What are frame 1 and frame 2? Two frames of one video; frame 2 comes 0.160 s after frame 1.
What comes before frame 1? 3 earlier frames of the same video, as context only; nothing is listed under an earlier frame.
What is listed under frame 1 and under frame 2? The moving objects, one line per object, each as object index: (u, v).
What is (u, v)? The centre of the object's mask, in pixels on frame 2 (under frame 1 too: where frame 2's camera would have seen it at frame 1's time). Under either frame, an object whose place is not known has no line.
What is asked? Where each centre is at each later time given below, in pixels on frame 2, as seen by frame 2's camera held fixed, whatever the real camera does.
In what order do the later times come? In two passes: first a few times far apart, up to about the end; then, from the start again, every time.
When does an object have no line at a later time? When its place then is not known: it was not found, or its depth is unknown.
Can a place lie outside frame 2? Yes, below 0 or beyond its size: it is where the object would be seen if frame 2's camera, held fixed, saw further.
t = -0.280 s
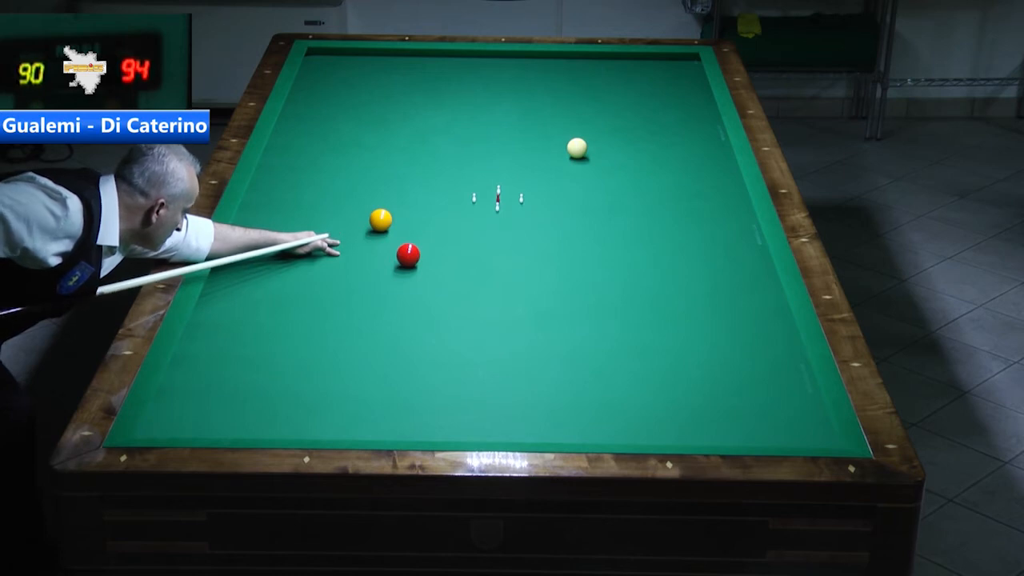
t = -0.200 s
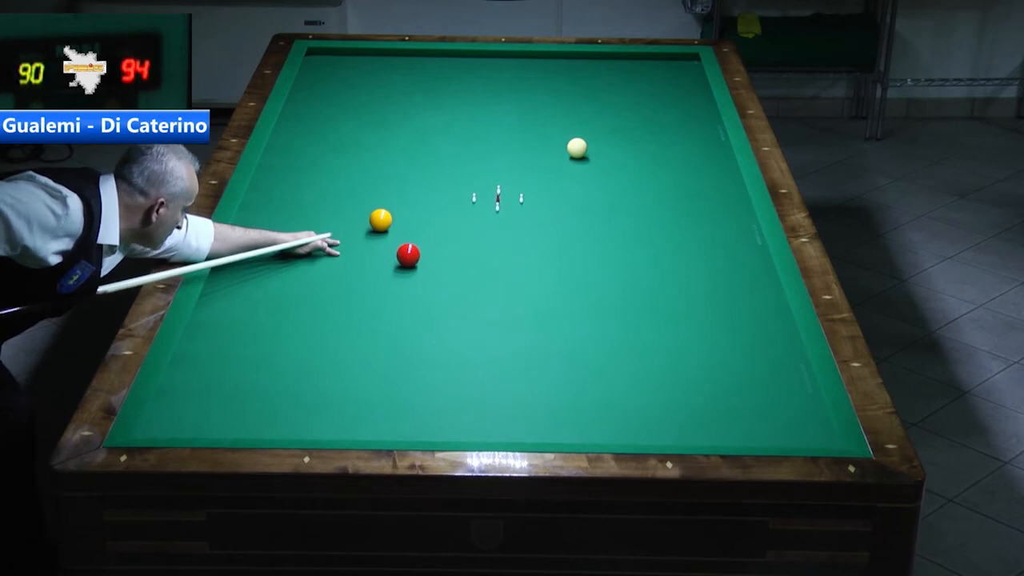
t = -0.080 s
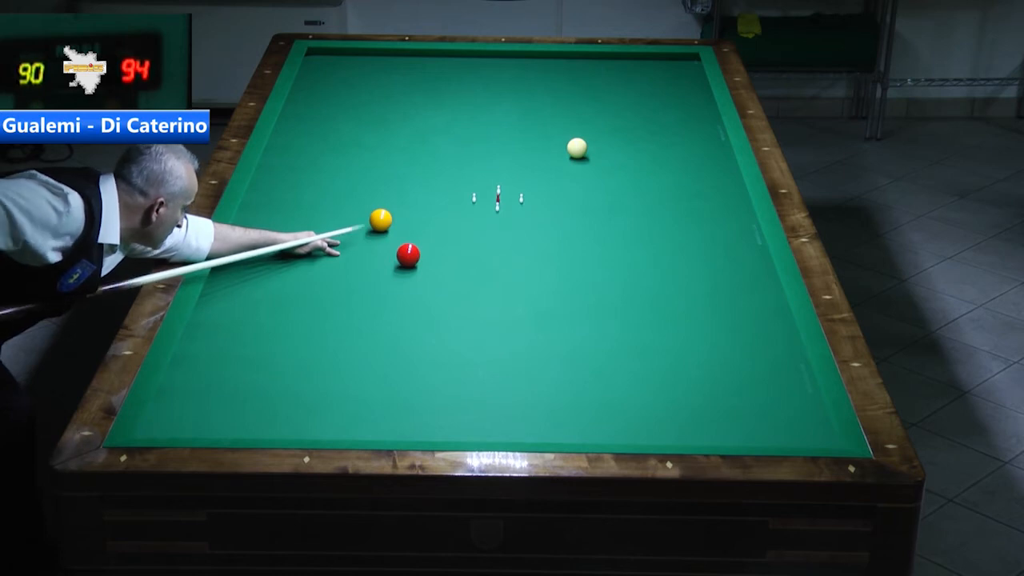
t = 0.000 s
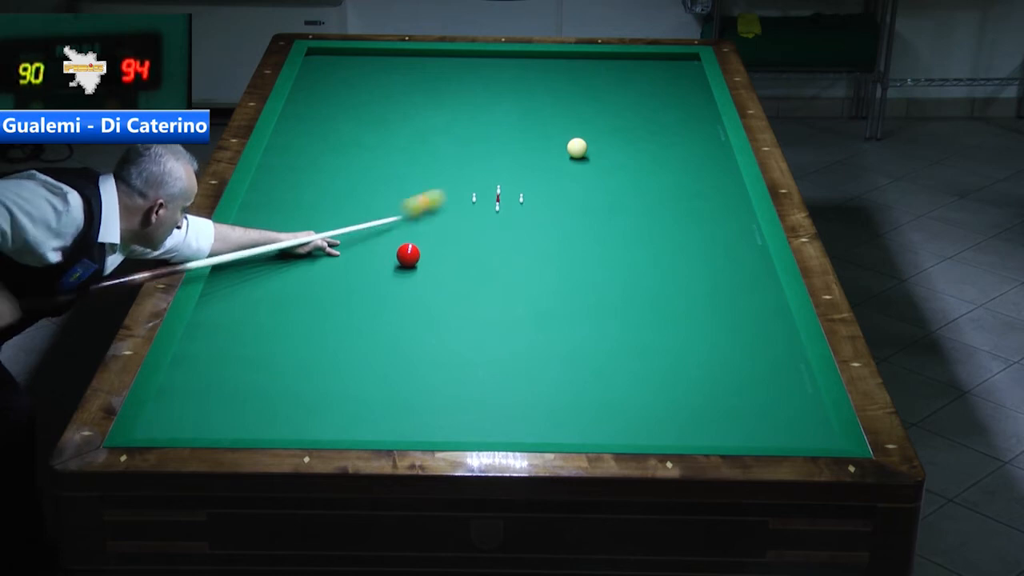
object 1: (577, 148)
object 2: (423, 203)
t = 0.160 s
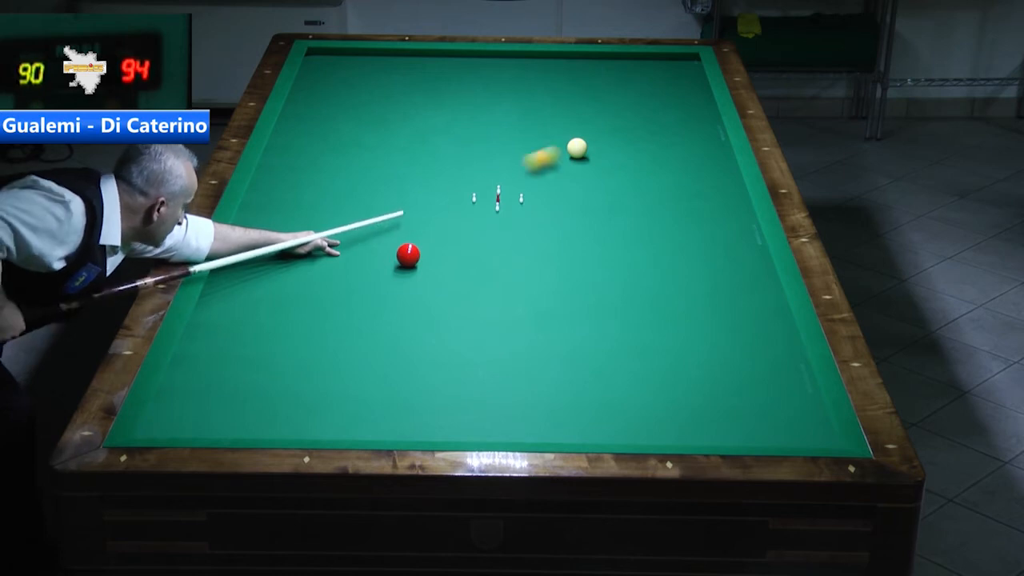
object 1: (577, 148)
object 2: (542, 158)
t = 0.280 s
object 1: (628, 132)
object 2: (559, 148)
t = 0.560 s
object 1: (655, 95)
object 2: (558, 139)
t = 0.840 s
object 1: (566, 71)
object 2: (556, 131)
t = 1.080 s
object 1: (499, 53)
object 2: (555, 124)
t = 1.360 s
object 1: (419, 65)
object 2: (554, 116)
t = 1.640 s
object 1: (336, 77)
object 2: (552, 109)
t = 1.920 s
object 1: (331, 93)
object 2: (550, 103)
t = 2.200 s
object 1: (372, 111)
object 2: (548, 97)
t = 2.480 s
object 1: (415, 129)
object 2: (546, 91)
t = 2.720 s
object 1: (453, 146)
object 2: (544, 87)
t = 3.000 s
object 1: (500, 166)
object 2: (542, 82)
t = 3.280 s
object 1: (549, 188)
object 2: (540, 77)
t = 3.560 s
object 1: (601, 210)
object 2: (539, 73)
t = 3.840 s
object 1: (655, 234)
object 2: (538, 69)
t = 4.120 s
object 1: (711, 258)
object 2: (537, 66)
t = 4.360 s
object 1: (761, 280)
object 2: (536, 63)
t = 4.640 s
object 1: (748, 299)
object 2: (535, 60)
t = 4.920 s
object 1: (727, 317)
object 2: (535, 58)
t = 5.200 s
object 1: (706, 335)
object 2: (534, 55)
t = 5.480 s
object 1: (684, 354)
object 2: (534, 54)
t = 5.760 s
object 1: (662, 372)
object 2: (536, 55)
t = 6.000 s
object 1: (643, 389)
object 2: (537, 56)
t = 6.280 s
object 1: (620, 408)
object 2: (538, 56)
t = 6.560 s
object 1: (597, 426)
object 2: (539, 56)
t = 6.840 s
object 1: (575, 433)
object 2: (539, 56)
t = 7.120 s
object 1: (559, 425)
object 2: (539, 56)
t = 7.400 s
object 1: (545, 415)
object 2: (539, 56)
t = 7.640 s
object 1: (533, 407)
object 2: (539, 56)
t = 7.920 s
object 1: (521, 398)
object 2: (539, 56)
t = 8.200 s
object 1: (510, 390)
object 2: (539, 56)
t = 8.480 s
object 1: (500, 383)
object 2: (539, 56)
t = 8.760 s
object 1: (491, 377)
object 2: (539, 56)
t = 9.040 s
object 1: (483, 371)
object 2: (539, 56)
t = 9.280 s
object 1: (476, 367)
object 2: (539, 56)
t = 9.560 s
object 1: (469, 362)
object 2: (539, 56)
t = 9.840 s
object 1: (463, 359)
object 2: (539, 56)
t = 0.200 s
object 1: (579, 147)
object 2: (560, 151)
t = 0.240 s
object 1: (602, 140)
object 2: (559, 150)
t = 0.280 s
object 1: (628, 132)
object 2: (559, 148)
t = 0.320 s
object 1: (651, 125)
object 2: (559, 147)
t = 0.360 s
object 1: (673, 119)
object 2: (558, 146)
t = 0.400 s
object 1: (697, 112)
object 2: (558, 144)
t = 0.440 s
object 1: (702, 106)
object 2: (558, 143)
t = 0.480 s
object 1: (688, 103)
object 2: (558, 142)
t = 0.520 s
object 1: (671, 99)
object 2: (558, 141)
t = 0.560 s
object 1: (655, 95)
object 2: (558, 139)
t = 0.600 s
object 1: (640, 91)
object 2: (557, 138)
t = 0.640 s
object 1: (626, 87)
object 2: (557, 137)
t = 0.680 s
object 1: (613, 84)
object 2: (557, 136)
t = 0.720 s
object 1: (601, 81)
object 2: (557, 134)
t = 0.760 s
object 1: (590, 78)
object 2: (556, 133)
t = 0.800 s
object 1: (578, 75)
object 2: (556, 132)
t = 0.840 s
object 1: (566, 71)
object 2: (556, 131)
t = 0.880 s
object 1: (554, 68)
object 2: (556, 130)
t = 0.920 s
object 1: (543, 65)
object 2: (556, 128)
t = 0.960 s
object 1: (532, 62)
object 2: (556, 127)
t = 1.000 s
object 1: (520, 58)
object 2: (555, 126)
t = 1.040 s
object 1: (509, 55)
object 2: (555, 125)
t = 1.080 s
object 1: (499, 53)
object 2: (555, 124)
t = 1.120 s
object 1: (487, 55)
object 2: (555, 123)
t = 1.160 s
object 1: (476, 57)
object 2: (555, 121)
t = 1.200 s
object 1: (465, 59)
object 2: (554, 120)
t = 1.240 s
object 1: (453, 60)
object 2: (554, 119)
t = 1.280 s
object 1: (442, 62)
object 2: (554, 118)
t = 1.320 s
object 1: (430, 64)
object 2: (554, 117)
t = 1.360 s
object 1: (419, 65)
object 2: (554, 116)
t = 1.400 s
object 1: (407, 67)
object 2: (553, 115)
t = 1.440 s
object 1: (396, 69)
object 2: (553, 114)
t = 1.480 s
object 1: (384, 70)
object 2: (553, 113)
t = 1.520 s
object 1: (372, 72)
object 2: (552, 112)
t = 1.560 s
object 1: (360, 74)
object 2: (552, 111)
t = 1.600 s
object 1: (348, 76)
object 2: (552, 110)
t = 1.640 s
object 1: (336, 77)
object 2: (552, 109)
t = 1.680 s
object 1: (324, 79)
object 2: (551, 108)
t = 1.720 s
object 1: (312, 80)
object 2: (551, 107)
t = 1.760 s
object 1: (303, 83)
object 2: (551, 106)
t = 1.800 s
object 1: (310, 85)
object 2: (550, 105)
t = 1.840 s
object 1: (318, 88)
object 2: (550, 105)
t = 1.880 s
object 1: (325, 90)
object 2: (550, 104)
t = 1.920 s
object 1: (331, 93)
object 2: (550, 103)
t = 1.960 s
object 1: (336, 95)
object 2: (549, 102)
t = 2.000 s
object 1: (343, 98)
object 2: (549, 101)
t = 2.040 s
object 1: (348, 100)
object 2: (549, 100)
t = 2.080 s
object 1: (354, 103)
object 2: (549, 99)
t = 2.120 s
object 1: (360, 105)
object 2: (548, 98)
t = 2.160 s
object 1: (366, 108)
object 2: (548, 98)
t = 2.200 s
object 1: (372, 111)
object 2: (548, 97)
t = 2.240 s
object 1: (378, 113)
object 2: (547, 96)
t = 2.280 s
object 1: (384, 116)
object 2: (547, 95)
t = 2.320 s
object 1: (390, 118)
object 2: (547, 94)
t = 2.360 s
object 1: (396, 121)
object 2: (547, 94)
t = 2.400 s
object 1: (402, 124)
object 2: (546, 93)
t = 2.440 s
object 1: (409, 127)
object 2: (546, 92)
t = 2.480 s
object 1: (415, 129)
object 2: (546, 91)
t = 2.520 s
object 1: (422, 132)
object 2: (545, 90)
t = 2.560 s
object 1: (428, 135)
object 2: (545, 90)
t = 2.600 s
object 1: (434, 138)
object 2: (545, 89)
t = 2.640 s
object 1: (440, 141)
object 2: (545, 88)
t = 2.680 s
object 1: (447, 143)
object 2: (544, 87)
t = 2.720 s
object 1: (453, 146)
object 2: (544, 87)
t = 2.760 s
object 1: (460, 149)
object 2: (544, 86)
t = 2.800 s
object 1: (467, 152)
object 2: (543, 85)
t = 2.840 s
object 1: (473, 154)
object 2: (543, 85)
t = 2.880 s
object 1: (480, 158)
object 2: (543, 84)
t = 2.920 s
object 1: (487, 160)
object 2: (542, 83)
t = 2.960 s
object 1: (493, 163)
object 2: (542, 83)
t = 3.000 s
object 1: (500, 166)
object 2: (542, 82)
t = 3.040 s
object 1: (507, 169)
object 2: (542, 81)
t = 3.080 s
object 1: (514, 172)
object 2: (541, 81)
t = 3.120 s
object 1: (521, 175)
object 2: (541, 80)
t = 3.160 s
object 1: (528, 178)
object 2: (541, 79)
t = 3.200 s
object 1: (535, 182)
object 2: (541, 79)
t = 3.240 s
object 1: (542, 185)
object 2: (540, 78)
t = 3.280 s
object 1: (549, 188)
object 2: (540, 77)
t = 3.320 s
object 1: (557, 191)
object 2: (540, 77)
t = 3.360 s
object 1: (564, 194)
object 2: (540, 76)
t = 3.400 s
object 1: (571, 197)
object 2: (540, 75)
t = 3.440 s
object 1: (578, 201)
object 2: (540, 75)
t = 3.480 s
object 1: (586, 204)
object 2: (539, 74)
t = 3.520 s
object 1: (593, 207)
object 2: (539, 74)
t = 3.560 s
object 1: (601, 210)
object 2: (539, 73)
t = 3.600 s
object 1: (608, 214)
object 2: (539, 73)
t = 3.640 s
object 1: (615, 217)
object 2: (539, 72)
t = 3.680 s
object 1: (623, 220)
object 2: (539, 72)
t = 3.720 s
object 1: (631, 223)
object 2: (539, 71)
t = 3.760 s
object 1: (639, 227)
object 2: (539, 70)
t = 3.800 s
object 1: (646, 230)
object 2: (538, 70)
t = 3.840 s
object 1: (655, 234)
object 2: (538, 69)
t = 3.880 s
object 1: (662, 237)
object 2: (538, 69)
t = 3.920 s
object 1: (670, 240)
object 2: (538, 68)
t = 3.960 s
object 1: (678, 244)
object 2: (538, 68)
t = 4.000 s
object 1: (686, 248)
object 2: (538, 67)
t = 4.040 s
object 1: (694, 251)
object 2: (538, 67)
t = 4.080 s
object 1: (702, 255)
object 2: (537, 66)
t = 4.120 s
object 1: (711, 258)
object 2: (537, 66)
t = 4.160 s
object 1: (719, 262)
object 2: (537, 65)
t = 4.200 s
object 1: (727, 265)
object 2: (537, 65)
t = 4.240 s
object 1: (735, 269)
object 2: (537, 64)
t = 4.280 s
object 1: (744, 273)
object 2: (537, 64)
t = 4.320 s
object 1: (753, 277)
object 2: (537, 64)
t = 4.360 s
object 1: (761, 280)
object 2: (536, 63)
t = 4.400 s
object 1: (767, 284)
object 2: (536, 63)
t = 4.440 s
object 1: (763, 286)
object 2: (536, 62)
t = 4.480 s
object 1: (759, 289)
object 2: (536, 62)
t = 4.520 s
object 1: (756, 291)
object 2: (536, 61)
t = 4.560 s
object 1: (753, 294)
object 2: (536, 61)
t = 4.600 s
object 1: (750, 296)
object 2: (535, 61)
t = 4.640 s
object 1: (748, 299)
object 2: (535, 60)
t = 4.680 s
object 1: (745, 301)
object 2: (535, 60)
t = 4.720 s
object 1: (742, 304)
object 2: (535, 60)
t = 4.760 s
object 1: (739, 307)
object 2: (535, 59)
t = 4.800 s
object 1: (736, 309)
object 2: (535, 59)
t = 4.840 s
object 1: (733, 312)
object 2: (535, 58)
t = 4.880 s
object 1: (730, 314)
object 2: (535, 58)
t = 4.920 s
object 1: (727, 317)
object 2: (535, 58)
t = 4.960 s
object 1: (724, 319)
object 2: (534, 57)
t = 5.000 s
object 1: (721, 322)
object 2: (534, 57)
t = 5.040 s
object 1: (718, 324)
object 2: (534, 57)
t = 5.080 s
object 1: (715, 327)
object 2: (534, 56)
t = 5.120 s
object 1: (712, 330)
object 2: (534, 56)
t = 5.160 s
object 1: (709, 332)
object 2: (534, 56)
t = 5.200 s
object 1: (706, 335)
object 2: (534, 55)
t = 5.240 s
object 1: (703, 338)
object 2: (534, 55)
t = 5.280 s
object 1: (700, 340)
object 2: (534, 55)
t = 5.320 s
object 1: (697, 343)
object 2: (534, 55)
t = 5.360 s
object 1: (694, 346)
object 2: (534, 54)
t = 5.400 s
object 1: (690, 348)
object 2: (534, 54)
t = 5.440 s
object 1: (687, 351)
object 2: (534, 54)
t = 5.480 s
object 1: (684, 354)
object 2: (534, 54)
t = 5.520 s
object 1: (681, 356)
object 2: (535, 54)
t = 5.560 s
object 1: (678, 359)
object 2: (535, 54)
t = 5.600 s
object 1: (675, 361)
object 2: (535, 55)
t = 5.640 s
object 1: (672, 364)
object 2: (535, 55)
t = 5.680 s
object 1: (668, 367)
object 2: (536, 55)
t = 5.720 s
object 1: (665, 370)
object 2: (536, 55)
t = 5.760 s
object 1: (662, 372)
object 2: (536, 55)
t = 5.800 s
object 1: (659, 375)
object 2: (536, 55)
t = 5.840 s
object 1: (656, 378)
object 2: (536, 55)
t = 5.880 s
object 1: (653, 381)
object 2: (537, 55)
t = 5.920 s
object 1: (649, 383)
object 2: (537, 55)
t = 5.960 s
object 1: (646, 386)
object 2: (537, 56)
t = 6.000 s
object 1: (643, 389)
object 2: (537, 56)
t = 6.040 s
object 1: (640, 391)
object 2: (537, 56)
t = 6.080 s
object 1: (636, 394)
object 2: (538, 56)
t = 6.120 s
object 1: (633, 397)
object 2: (538, 56)
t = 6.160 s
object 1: (630, 400)
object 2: (538, 56)
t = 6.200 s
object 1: (626, 402)
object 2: (538, 56)
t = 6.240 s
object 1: (623, 405)
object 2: (538, 56)
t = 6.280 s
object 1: (620, 408)
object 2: (538, 56)
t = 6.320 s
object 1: (617, 411)
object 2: (538, 56)
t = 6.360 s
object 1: (613, 413)
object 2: (538, 56)
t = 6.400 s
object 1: (610, 416)
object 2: (539, 56)
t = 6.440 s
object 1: (607, 418)
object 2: (539, 56)
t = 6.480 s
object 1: (603, 421)
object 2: (539, 56)
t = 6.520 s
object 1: (600, 424)
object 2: (539, 56)
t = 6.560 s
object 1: (597, 426)
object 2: (539, 56)
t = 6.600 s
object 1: (593, 428)
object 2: (539, 56)
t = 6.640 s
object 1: (590, 430)
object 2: (539, 56)
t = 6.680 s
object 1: (587, 432)
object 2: (539, 56)
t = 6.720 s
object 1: (583, 433)
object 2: (539, 56)
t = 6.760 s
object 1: (580, 434)
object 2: (539, 56)
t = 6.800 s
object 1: (578, 433)
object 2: (539, 56)
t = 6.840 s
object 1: (575, 433)
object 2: (539, 56)
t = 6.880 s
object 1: (573, 432)
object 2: (539, 56)
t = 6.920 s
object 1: (571, 431)
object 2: (539, 56)
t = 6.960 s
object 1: (568, 430)
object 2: (539, 56)
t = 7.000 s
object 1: (566, 429)
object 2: (539, 56)
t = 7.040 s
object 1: (564, 428)
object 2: (539, 56)
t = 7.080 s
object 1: (562, 427)
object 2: (539, 56)
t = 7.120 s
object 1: (559, 425)
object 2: (539, 56)
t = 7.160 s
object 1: (557, 424)
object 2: (539, 56)
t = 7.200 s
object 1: (555, 422)
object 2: (539, 56)
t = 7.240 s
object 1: (553, 421)
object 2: (539, 56)
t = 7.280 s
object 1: (551, 419)
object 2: (539, 56)
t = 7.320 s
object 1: (549, 418)
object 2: (539, 56)
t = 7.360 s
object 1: (547, 417)
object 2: (539, 56)
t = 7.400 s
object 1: (545, 415)
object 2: (539, 56)
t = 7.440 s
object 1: (543, 414)
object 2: (539, 56)
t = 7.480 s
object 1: (541, 412)
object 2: (539, 56)
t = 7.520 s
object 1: (539, 411)
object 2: (539, 56)
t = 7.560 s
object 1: (537, 410)
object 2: (539, 56)
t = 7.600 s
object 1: (535, 409)
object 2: (539, 56)
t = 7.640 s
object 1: (533, 407)
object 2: (539, 56)
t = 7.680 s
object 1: (532, 406)
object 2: (539, 56)
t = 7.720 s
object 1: (530, 404)
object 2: (539, 56)
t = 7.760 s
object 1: (528, 403)
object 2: (539, 56)
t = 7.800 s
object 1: (526, 402)
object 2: (539, 56)
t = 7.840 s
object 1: (524, 401)
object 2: (539, 56)
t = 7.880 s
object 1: (523, 400)
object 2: (539, 56)
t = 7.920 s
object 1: (521, 398)
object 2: (539, 56)
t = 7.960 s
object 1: (519, 397)
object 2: (539, 56)
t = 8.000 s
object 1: (518, 396)
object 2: (539, 56)
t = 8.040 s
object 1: (516, 395)
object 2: (539, 56)
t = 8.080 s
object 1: (515, 394)
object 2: (539, 56)
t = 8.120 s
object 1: (513, 393)
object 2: (539, 56)
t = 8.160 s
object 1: (512, 391)
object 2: (539, 56)
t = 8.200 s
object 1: (510, 390)
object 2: (539, 56)
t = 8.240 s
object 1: (508, 389)
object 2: (539, 56)
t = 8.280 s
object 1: (507, 388)
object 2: (539, 56)
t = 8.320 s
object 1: (506, 387)
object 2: (539, 56)
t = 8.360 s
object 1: (504, 386)
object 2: (539, 56)
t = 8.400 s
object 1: (503, 385)
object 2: (539, 56)
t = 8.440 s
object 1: (501, 384)
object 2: (539, 56)
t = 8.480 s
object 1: (500, 383)
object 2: (539, 56)
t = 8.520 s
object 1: (499, 382)
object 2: (539, 56)
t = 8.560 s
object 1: (497, 381)
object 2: (539, 56)
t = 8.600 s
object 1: (496, 380)
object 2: (539, 56)
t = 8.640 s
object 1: (494, 379)
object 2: (539, 56)
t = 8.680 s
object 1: (493, 379)
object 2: (539, 56)
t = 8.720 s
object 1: (492, 378)
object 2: (539, 56)
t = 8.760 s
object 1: (491, 377)
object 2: (539, 56)
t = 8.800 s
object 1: (489, 376)
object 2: (539, 56)
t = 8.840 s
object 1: (488, 375)
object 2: (539, 56)
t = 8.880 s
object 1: (487, 374)
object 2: (539, 56)
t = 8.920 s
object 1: (486, 374)
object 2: (539, 56)
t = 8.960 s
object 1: (485, 373)
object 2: (539, 56)
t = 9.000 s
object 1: (484, 372)
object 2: (539, 56)
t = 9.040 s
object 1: (483, 371)
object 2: (539, 56)
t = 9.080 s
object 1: (481, 370)
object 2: (539, 56)
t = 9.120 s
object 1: (480, 369)
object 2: (539, 56)
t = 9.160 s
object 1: (479, 369)
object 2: (539, 56)
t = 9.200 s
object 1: (478, 368)
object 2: (539, 56)
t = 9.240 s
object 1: (477, 367)
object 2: (539, 56)
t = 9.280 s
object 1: (476, 367)
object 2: (539, 56)
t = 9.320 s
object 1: (475, 366)
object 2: (539, 56)
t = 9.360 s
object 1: (474, 365)
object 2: (539, 56)
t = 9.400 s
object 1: (473, 365)
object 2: (539, 56)
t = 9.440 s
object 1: (472, 364)
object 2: (539, 56)
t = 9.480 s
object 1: (471, 363)
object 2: (539, 56)
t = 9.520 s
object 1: (470, 363)
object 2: (539, 56)
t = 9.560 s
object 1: (469, 362)
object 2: (539, 56)
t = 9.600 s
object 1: (468, 361)
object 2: (539, 56)
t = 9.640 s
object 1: (468, 361)
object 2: (539, 56)
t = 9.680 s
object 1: (466, 360)
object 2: (539, 56)
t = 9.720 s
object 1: (466, 360)
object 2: (539, 56)
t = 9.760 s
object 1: (465, 359)
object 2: (539, 56)
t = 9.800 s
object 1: (464, 359)
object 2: (539, 56)
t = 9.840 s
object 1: (463, 359)
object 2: (539, 56)
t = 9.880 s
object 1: (462, 358)
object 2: (539, 56)
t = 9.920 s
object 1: (462, 358)
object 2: (539, 56)
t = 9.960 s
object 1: (461, 357)
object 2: (537, 54)
